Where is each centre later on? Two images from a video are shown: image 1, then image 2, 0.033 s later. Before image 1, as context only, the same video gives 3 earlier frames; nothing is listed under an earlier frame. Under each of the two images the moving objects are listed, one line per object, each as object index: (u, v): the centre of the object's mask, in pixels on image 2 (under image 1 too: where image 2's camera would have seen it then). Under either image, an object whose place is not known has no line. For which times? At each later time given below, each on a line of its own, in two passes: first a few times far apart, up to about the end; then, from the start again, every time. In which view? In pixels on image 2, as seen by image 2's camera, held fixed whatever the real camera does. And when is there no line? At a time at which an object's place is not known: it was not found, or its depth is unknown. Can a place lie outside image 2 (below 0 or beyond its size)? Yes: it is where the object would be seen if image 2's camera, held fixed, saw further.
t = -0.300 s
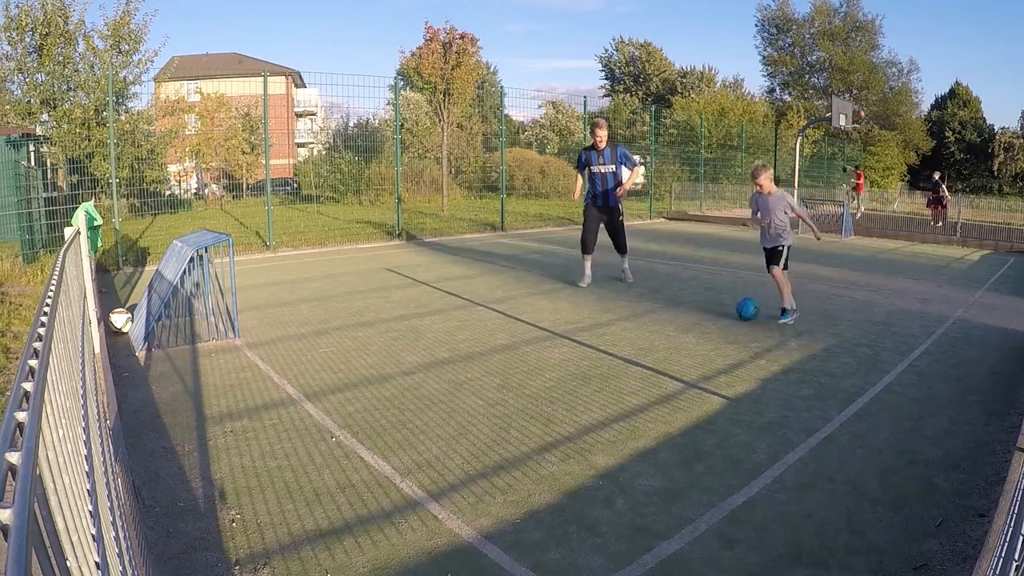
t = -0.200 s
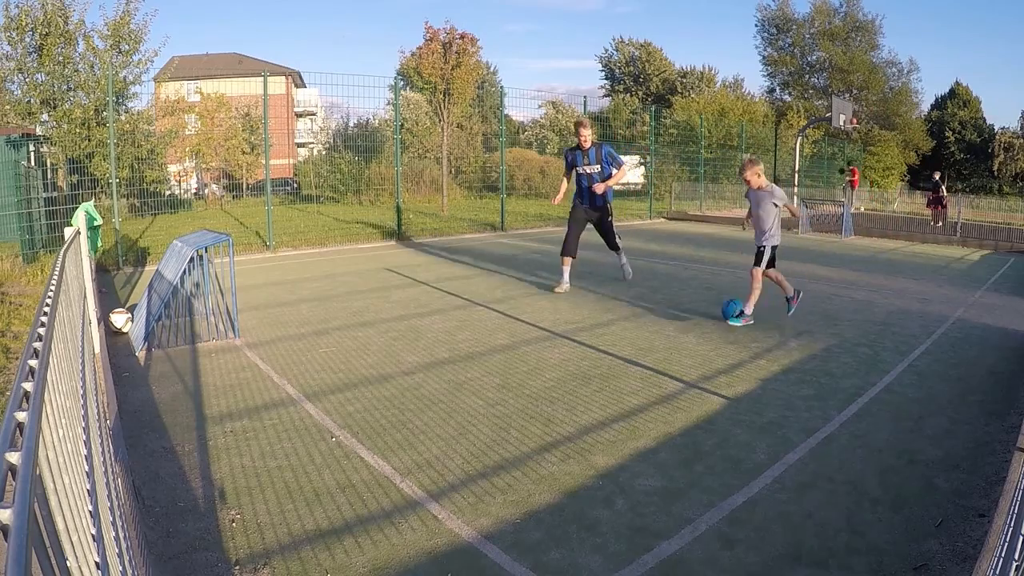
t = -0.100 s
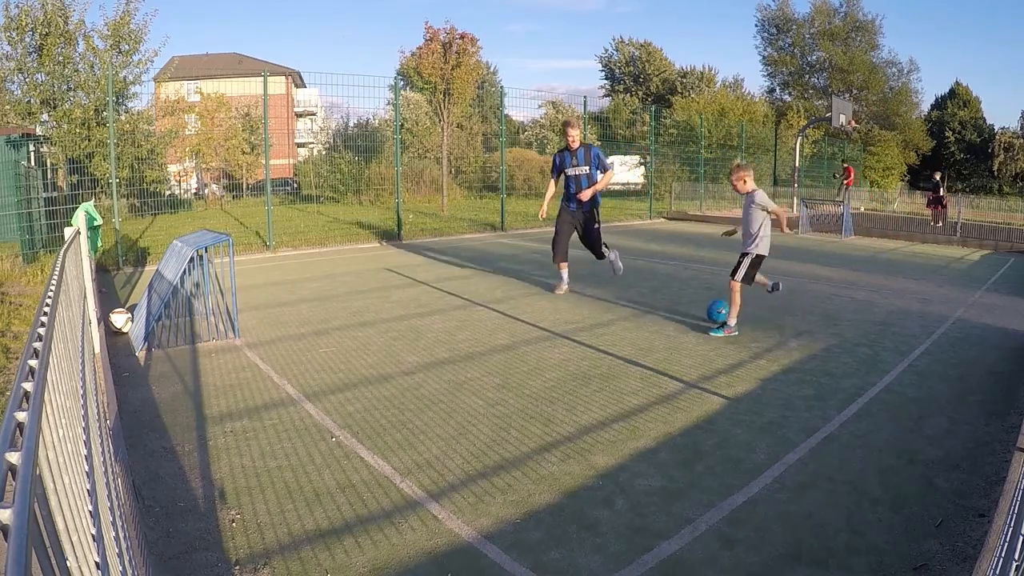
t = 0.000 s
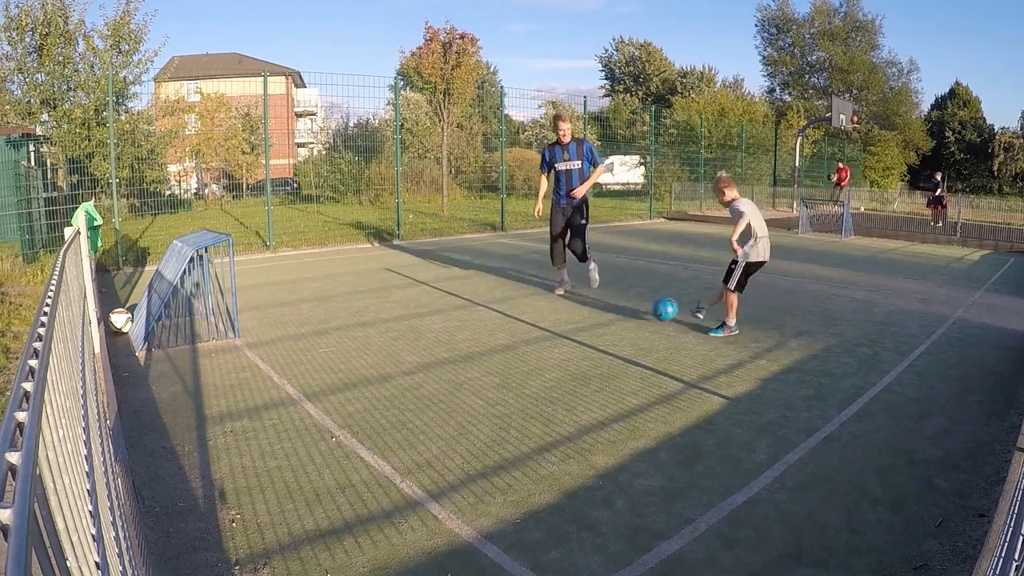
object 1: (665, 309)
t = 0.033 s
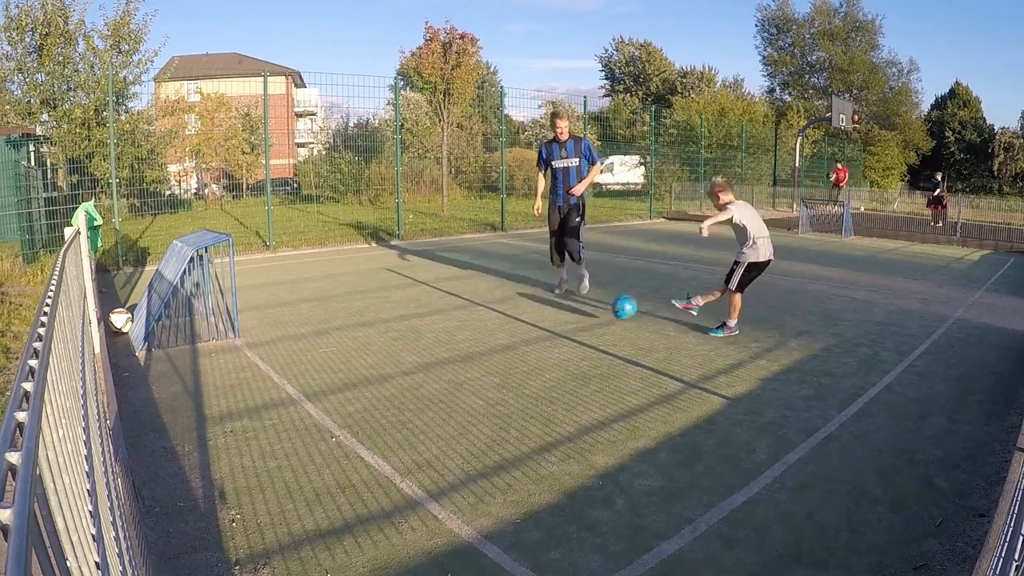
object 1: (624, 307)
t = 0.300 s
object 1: (300, 310)
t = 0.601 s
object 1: (164, 316)
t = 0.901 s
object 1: (193, 321)
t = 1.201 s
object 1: (235, 320)
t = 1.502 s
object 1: (274, 313)
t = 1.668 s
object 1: (294, 309)
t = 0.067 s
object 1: (581, 306)
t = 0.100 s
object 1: (538, 305)
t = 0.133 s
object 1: (496, 306)
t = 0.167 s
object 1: (454, 308)
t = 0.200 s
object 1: (413, 311)
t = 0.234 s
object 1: (364, 312)
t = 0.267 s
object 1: (331, 311)
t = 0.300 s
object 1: (300, 310)
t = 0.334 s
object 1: (271, 311)
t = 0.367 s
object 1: (246, 312)
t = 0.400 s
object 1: (220, 312)
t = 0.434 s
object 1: (196, 310)
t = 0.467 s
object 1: (172, 309)
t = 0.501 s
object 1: (166, 312)
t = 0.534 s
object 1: (165, 311)
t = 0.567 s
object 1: (162, 319)
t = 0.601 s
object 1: (164, 316)
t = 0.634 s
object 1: (164, 317)
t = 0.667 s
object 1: (166, 315)
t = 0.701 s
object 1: (169, 314)
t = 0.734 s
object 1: (170, 317)
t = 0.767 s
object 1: (176, 319)
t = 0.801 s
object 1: (182, 323)
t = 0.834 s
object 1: (185, 322)
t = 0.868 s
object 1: (188, 322)
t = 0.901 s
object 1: (193, 321)
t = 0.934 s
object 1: (197, 322)
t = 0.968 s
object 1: (203, 326)
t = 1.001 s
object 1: (205, 327)
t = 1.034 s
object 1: (210, 324)
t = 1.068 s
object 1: (214, 323)
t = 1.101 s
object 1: (221, 321)
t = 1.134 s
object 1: (225, 321)
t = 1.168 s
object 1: (230, 320)
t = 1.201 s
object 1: (235, 320)
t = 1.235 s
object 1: (240, 319)
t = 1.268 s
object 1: (247, 319)
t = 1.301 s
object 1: (249, 317)
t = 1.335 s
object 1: (253, 316)
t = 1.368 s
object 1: (258, 316)
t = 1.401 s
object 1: (262, 315)
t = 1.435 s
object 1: (266, 314)
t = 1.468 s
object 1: (270, 314)
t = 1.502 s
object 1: (274, 313)
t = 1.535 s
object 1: (278, 312)
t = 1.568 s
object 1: (282, 311)
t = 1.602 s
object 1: (286, 311)
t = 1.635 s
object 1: (290, 310)
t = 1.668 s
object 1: (294, 309)
